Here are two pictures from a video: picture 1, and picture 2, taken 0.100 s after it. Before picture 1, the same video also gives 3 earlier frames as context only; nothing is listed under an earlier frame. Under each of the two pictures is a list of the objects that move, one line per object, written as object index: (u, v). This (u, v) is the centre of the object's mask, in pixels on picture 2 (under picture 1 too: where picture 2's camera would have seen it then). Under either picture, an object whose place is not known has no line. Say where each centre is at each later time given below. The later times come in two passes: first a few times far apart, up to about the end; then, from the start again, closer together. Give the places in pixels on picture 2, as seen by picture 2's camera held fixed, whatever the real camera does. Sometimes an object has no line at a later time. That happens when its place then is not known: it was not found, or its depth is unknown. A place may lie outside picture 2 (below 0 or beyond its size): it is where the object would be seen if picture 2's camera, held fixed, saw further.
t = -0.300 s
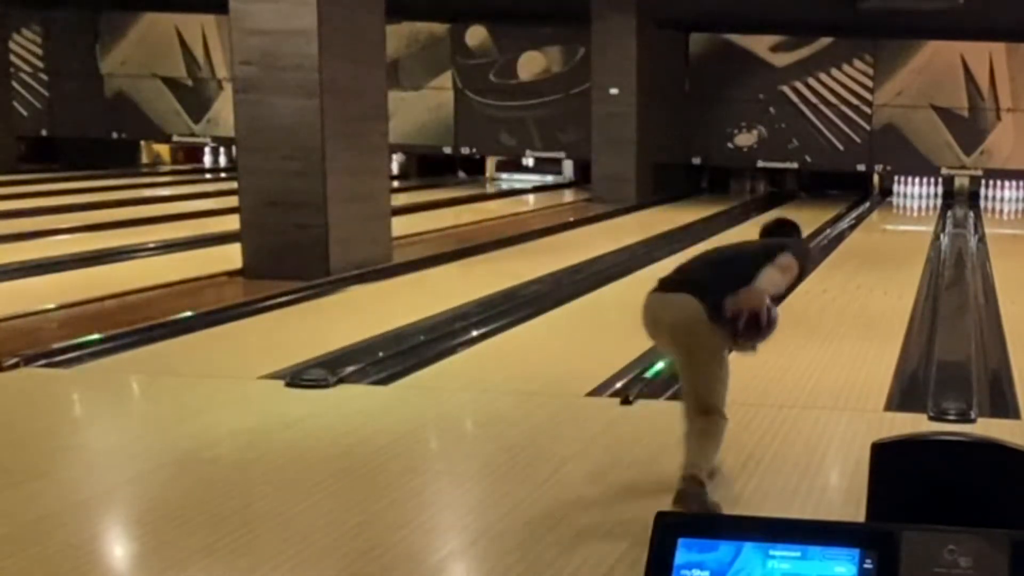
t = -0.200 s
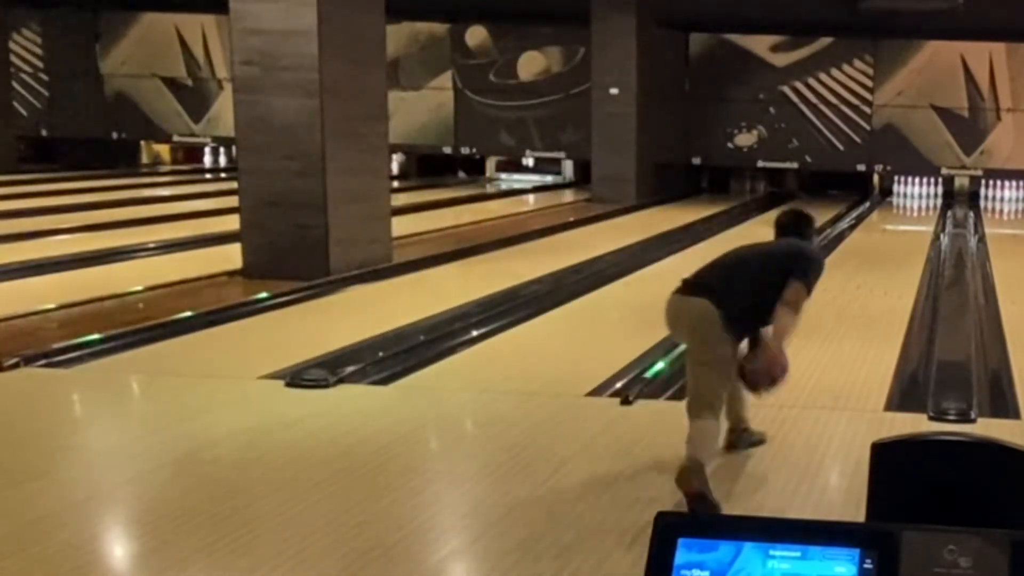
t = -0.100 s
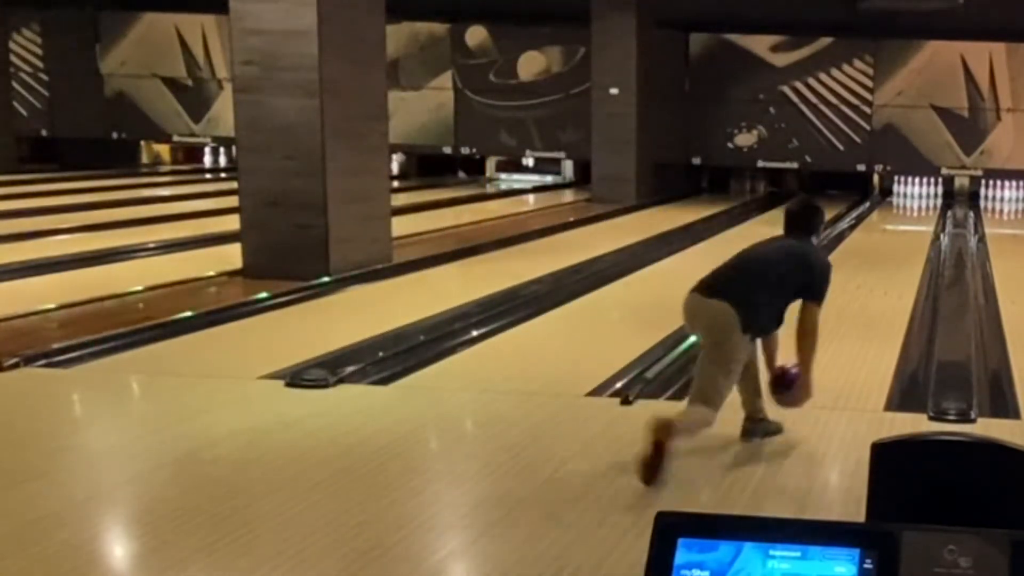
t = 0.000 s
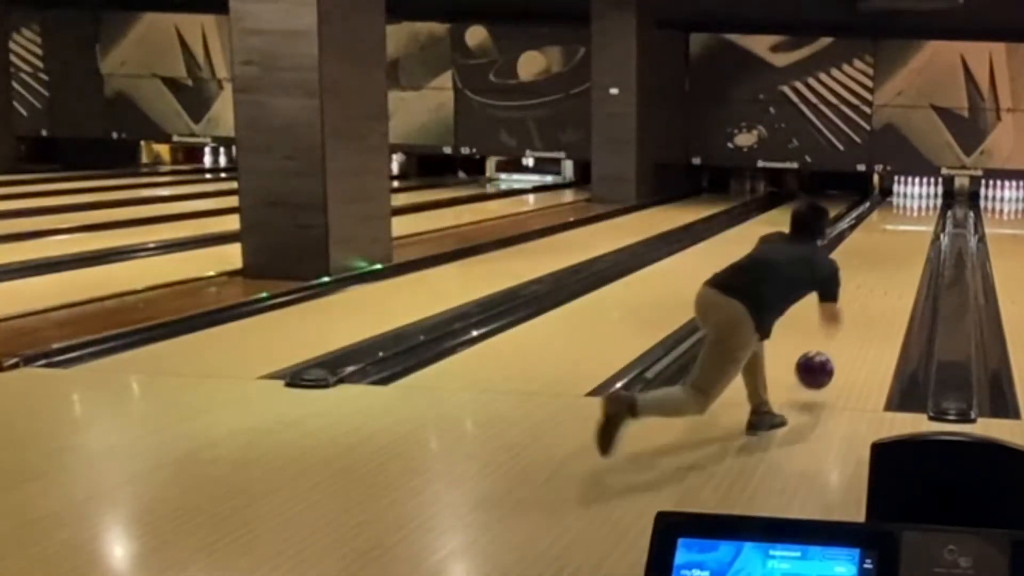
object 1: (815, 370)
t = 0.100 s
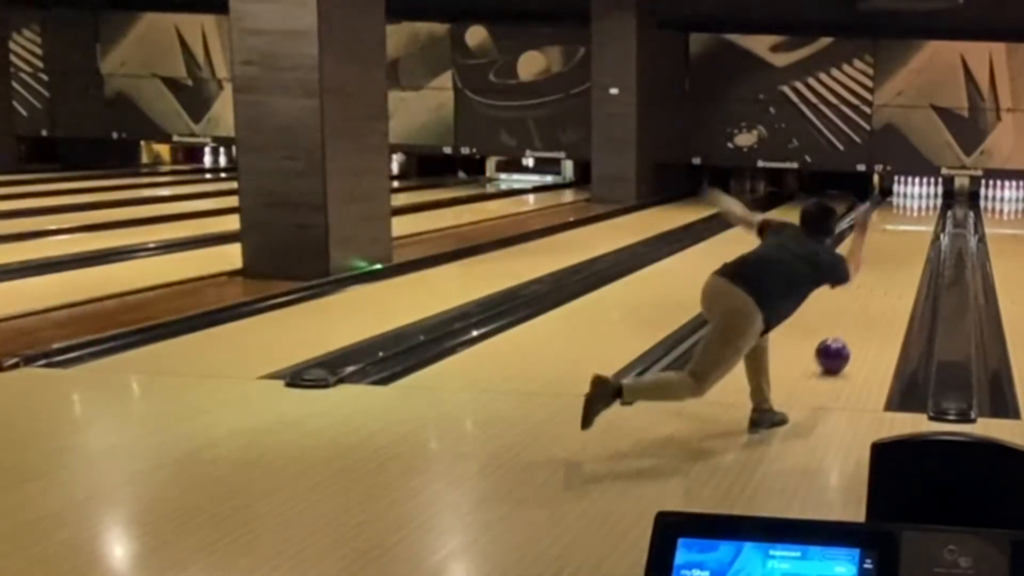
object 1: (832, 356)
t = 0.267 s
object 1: (855, 322)
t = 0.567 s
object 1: (883, 280)
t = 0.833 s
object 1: (897, 257)
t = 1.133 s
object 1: (908, 238)
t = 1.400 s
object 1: (914, 224)
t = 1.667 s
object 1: (918, 213)
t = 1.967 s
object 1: (921, 204)
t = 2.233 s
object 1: (919, 198)
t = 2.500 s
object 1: (917, 193)
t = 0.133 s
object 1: (838, 348)
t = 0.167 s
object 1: (843, 342)
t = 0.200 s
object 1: (847, 335)
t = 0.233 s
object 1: (851, 328)
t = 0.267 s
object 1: (855, 322)
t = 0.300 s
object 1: (859, 317)
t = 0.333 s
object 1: (862, 311)
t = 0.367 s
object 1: (866, 306)
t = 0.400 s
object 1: (869, 302)
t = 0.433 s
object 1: (872, 297)
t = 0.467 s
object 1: (874, 293)
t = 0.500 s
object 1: (878, 290)
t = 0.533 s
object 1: (880, 285)
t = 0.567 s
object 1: (883, 280)
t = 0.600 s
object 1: (884, 277)
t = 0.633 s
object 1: (886, 274)
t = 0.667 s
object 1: (888, 271)
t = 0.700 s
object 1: (890, 268)
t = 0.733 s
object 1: (892, 265)
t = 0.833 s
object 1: (897, 257)
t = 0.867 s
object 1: (898, 254)
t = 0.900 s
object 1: (899, 252)
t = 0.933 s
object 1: (901, 250)
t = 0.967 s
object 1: (902, 247)
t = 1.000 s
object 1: (903, 245)
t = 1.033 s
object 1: (904, 243)
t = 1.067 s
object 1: (906, 241)
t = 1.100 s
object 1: (906, 239)
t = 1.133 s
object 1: (908, 238)
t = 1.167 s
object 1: (909, 235)
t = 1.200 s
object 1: (909, 234)
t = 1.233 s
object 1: (910, 232)
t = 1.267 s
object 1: (911, 230)
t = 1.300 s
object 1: (912, 229)
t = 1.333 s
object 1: (913, 227)
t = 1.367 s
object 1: (913, 225)
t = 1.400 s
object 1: (914, 224)
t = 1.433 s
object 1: (914, 222)
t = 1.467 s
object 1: (915, 221)
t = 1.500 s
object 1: (916, 220)
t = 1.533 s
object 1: (916, 218)
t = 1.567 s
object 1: (917, 217)
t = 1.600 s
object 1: (917, 216)
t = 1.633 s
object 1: (918, 214)
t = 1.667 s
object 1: (918, 213)
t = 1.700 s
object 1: (919, 213)
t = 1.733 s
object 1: (919, 212)
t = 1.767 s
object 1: (920, 210)
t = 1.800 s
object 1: (920, 209)
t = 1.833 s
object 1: (921, 207)
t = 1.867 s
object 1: (921, 207)
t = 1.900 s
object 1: (921, 206)
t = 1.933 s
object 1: (921, 205)
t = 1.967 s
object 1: (921, 204)
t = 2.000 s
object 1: (921, 203)
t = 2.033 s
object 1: (921, 202)
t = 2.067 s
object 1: (921, 202)
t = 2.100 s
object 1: (921, 201)
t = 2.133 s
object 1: (920, 200)
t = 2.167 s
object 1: (920, 199)
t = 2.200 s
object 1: (920, 198)
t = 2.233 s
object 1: (919, 198)
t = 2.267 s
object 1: (919, 197)
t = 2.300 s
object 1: (918, 197)
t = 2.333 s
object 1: (918, 197)
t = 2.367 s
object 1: (918, 196)
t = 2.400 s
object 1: (918, 195)
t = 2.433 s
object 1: (917, 193)
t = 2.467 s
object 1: (917, 193)
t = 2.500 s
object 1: (917, 193)
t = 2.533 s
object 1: (917, 192)
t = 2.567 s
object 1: (916, 192)
